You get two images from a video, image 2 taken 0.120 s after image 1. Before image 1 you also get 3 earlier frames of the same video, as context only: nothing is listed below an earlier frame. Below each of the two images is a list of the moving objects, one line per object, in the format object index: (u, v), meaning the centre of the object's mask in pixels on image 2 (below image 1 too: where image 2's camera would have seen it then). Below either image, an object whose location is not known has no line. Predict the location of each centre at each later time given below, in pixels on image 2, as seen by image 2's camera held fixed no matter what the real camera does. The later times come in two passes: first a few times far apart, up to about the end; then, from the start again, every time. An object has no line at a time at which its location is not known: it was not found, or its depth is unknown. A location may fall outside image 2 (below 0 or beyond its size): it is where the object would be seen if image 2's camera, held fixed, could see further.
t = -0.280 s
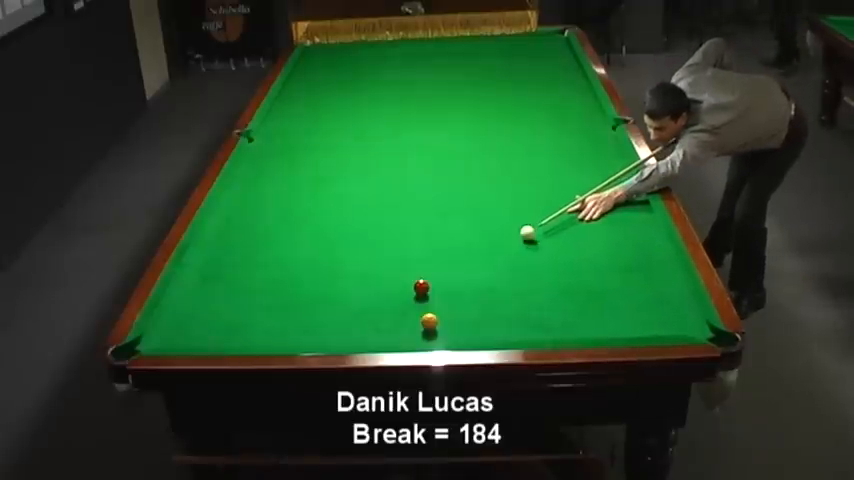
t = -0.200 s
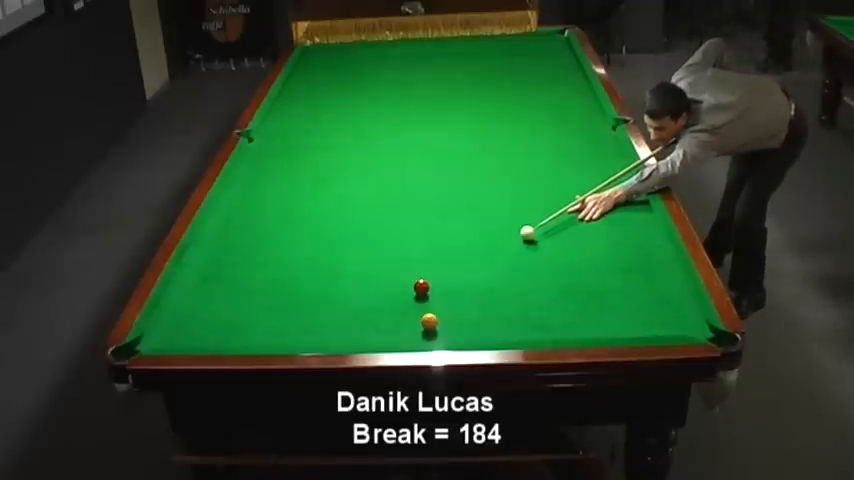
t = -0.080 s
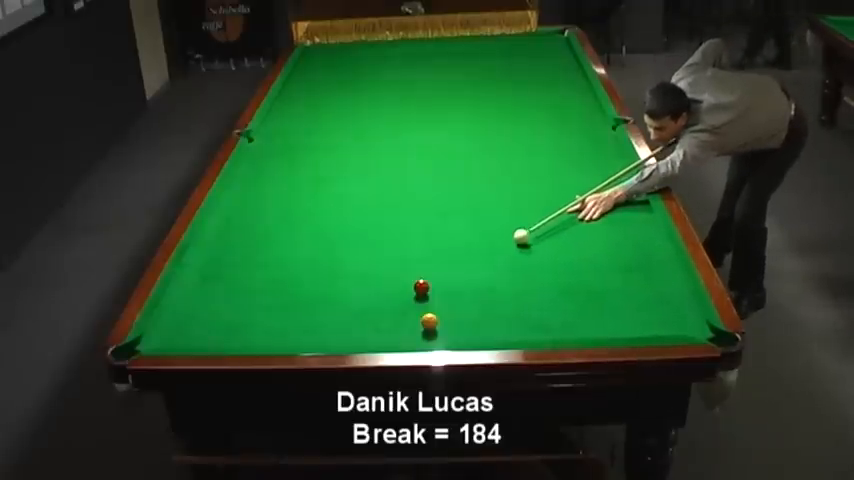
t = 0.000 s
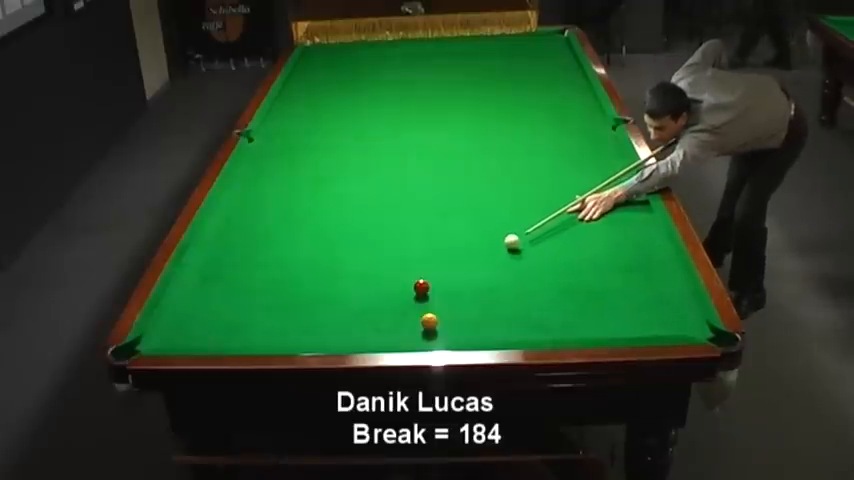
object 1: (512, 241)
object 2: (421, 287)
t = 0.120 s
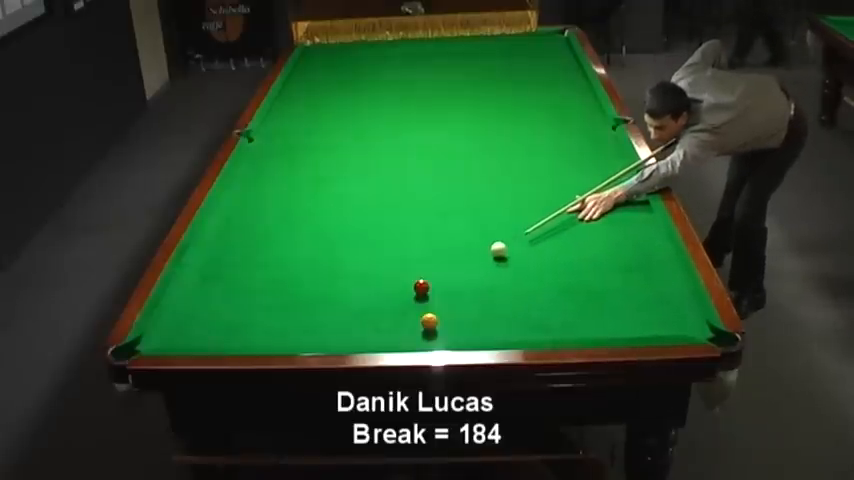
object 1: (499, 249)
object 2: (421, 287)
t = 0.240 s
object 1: (485, 256)
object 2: (421, 287)
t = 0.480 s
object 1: (457, 272)
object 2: (421, 287)
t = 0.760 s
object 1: (436, 288)
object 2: (412, 290)
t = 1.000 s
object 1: (434, 297)
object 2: (393, 294)
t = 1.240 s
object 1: (432, 305)
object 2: (376, 298)
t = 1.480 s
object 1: (430, 309)
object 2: (361, 302)
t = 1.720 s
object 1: (428, 311)
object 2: (347, 306)
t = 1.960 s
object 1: (428, 312)
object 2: (336, 308)
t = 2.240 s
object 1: (428, 312)
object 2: (324, 312)
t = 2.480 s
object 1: (428, 312)
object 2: (315, 314)
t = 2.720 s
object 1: (428, 312)
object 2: (309, 315)
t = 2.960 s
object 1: (428, 312)
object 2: (304, 317)
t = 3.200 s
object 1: (428, 312)
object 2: (301, 317)
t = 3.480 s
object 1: (428, 312)
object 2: (299, 318)
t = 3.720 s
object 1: (428, 312)
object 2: (299, 318)
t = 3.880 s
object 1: (428, 313)
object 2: (299, 318)
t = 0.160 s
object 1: (494, 251)
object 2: (421, 287)
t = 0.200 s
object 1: (490, 254)
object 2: (421, 287)
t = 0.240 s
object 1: (485, 256)
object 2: (421, 287)
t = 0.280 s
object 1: (480, 259)
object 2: (421, 287)
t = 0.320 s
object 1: (476, 261)
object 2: (421, 287)
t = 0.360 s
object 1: (471, 264)
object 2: (421, 287)
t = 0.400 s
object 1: (466, 266)
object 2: (421, 287)
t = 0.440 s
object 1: (462, 269)
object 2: (421, 287)
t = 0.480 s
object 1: (457, 272)
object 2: (421, 287)
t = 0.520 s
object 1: (453, 274)
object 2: (421, 287)
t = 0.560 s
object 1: (448, 277)
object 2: (421, 287)
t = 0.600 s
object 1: (443, 280)
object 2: (421, 287)
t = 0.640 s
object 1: (439, 282)
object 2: (421, 287)
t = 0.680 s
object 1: (437, 285)
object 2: (418, 288)
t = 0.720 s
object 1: (436, 286)
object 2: (415, 289)
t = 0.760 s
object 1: (436, 288)
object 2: (412, 290)
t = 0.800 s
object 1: (435, 290)
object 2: (408, 290)
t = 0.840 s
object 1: (435, 291)
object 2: (405, 291)
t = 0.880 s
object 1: (435, 293)
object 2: (402, 292)
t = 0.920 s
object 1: (434, 294)
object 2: (399, 293)
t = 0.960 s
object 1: (434, 296)
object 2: (396, 294)
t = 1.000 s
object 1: (434, 297)
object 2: (393, 294)
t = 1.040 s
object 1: (433, 299)
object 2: (390, 295)
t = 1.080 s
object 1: (433, 300)
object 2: (387, 296)
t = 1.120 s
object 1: (432, 302)
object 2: (384, 297)
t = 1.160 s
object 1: (432, 303)
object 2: (382, 297)
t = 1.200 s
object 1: (432, 304)
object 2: (379, 298)
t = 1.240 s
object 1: (432, 305)
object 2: (376, 298)
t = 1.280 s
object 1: (431, 306)
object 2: (374, 299)
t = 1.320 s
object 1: (431, 307)
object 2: (371, 300)
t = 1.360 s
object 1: (431, 308)
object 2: (368, 300)
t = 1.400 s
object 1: (430, 308)
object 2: (366, 301)
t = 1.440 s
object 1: (430, 309)
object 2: (363, 302)
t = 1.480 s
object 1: (430, 309)
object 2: (361, 302)
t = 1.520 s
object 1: (429, 309)
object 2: (359, 303)
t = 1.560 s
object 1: (429, 310)
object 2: (356, 303)
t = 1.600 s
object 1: (429, 310)
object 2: (354, 304)
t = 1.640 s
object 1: (429, 310)
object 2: (352, 304)
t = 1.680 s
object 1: (428, 310)
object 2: (349, 305)
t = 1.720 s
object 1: (428, 311)
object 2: (347, 306)
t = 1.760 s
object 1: (428, 311)
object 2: (345, 306)
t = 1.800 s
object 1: (428, 312)
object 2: (343, 307)
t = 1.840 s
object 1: (428, 312)
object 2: (341, 307)
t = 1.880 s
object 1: (428, 312)
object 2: (339, 308)
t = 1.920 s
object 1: (428, 311)
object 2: (337, 308)
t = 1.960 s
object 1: (428, 312)
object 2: (336, 308)
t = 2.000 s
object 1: (428, 312)
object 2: (334, 309)
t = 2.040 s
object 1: (428, 312)
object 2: (332, 310)
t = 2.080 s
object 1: (428, 312)
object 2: (330, 310)
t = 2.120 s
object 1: (428, 312)
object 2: (329, 310)
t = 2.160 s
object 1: (428, 312)
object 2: (327, 311)
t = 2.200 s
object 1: (428, 312)
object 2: (325, 312)
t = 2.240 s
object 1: (428, 312)
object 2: (324, 312)
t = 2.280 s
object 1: (428, 312)
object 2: (322, 312)
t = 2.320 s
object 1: (428, 312)
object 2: (321, 312)
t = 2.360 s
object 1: (428, 312)
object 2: (319, 313)
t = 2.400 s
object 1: (428, 312)
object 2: (318, 313)
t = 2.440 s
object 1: (428, 312)
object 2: (317, 313)
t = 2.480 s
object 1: (428, 312)
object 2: (315, 314)
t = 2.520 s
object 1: (428, 312)
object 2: (314, 314)
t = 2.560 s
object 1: (428, 312)
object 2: (313, 315)
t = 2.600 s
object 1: (428, 312)
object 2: (312, 315)
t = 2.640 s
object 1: (428, 312)
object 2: (311, 315)
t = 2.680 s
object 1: (428, 312)
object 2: (310, 315)
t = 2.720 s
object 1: (428, 312)
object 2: (309, 315)
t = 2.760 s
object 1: (428, 312)
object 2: (308, 316)
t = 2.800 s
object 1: (428, 312)
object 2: (307, 316)
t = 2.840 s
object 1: (428, 312)
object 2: (306, 316)
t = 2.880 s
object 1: (428, 312)
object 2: (305, 316)
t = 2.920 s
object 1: (428, 312)
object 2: (305, 317)
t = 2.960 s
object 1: (428, 312)
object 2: (304, 317)
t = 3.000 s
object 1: (428, 312)
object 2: (303, 317)
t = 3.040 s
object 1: (428, 312)
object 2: (303, 317)
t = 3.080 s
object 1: (428, 312)
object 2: (302, 317)
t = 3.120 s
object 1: (428, 312)
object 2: (302, 317)
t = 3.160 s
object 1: (428, 312)
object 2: (301, 317)
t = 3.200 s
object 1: (428, 312)
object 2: (301, 317)
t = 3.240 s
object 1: (428, 312)
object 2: (301, 318)
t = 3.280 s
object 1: (428, 312)
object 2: (300, 318)
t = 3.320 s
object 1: (428, 312)
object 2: (300, 317)
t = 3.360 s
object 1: (428, 312)
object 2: (300, 318)
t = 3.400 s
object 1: (428, 312)
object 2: (300, 318)
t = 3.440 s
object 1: (428, 312)
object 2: (299, 318)
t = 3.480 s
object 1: (428, 312)
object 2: (299, 318)
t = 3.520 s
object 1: (428, 312)
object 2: (299, 318)
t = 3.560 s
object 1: (428, 312)
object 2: (299, 318)
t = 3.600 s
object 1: (428, 312)
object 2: (299, 318)
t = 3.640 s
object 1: (428, 312)
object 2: (299, 318)
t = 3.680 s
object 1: (428, 312)
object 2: (299, 318)
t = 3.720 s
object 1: (428, 312)
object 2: (299, 318)
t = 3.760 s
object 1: (428, 312)
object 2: (299, 318)
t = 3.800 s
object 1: (428, 312)
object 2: (299, 318)
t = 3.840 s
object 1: (428, 312)
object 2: (299, 318)
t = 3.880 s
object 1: (428, 313)
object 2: (299, 318)
